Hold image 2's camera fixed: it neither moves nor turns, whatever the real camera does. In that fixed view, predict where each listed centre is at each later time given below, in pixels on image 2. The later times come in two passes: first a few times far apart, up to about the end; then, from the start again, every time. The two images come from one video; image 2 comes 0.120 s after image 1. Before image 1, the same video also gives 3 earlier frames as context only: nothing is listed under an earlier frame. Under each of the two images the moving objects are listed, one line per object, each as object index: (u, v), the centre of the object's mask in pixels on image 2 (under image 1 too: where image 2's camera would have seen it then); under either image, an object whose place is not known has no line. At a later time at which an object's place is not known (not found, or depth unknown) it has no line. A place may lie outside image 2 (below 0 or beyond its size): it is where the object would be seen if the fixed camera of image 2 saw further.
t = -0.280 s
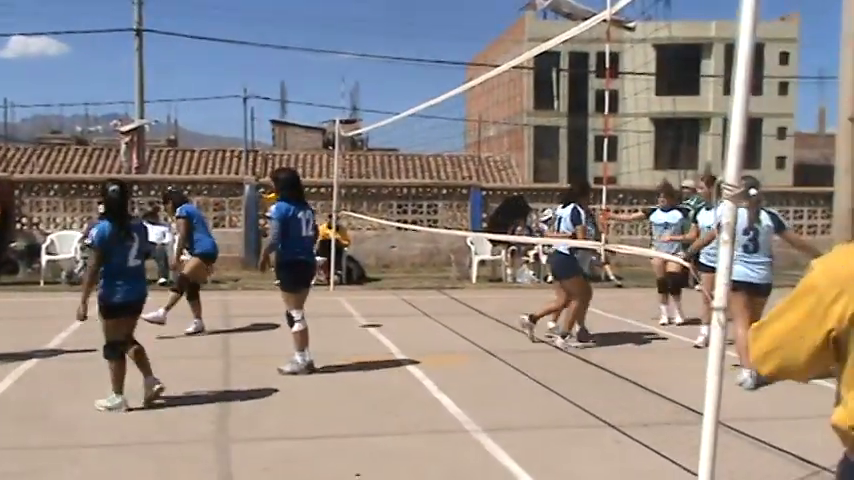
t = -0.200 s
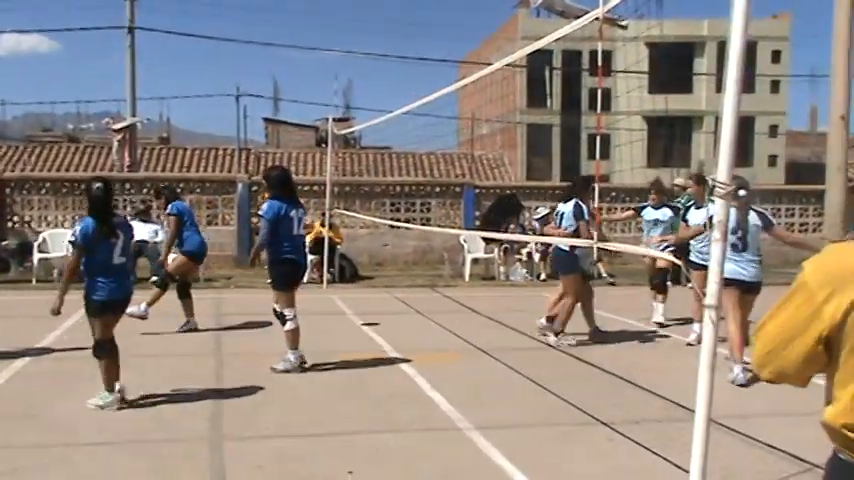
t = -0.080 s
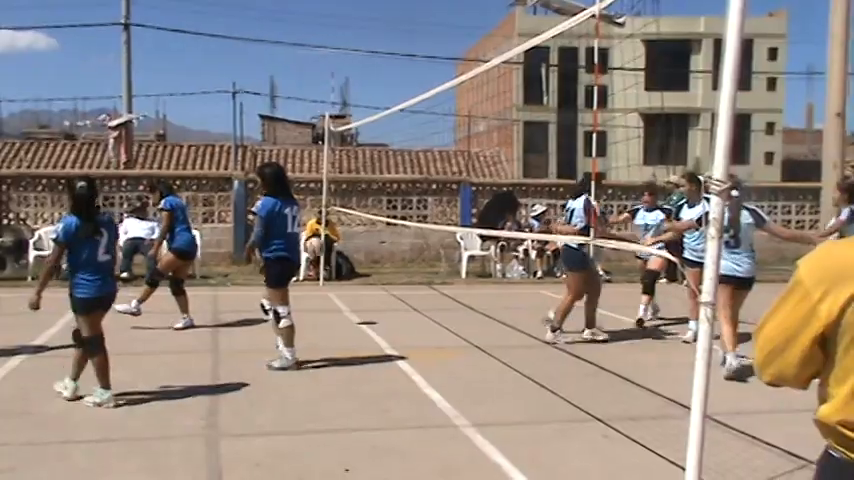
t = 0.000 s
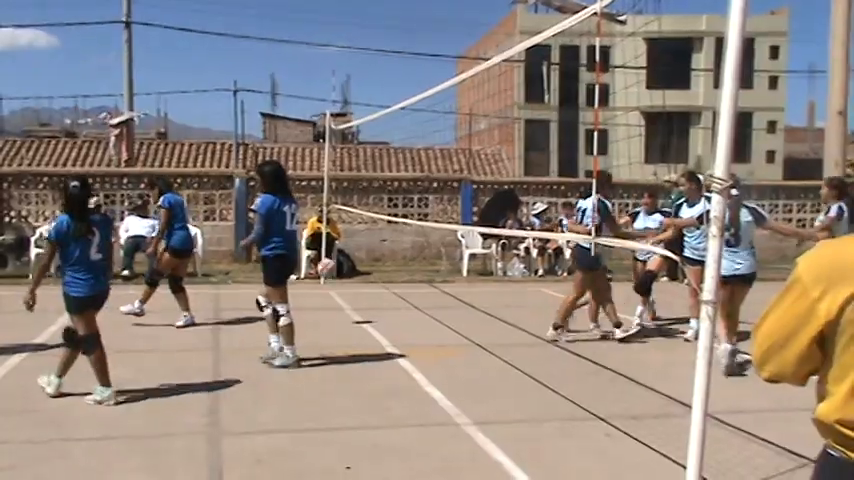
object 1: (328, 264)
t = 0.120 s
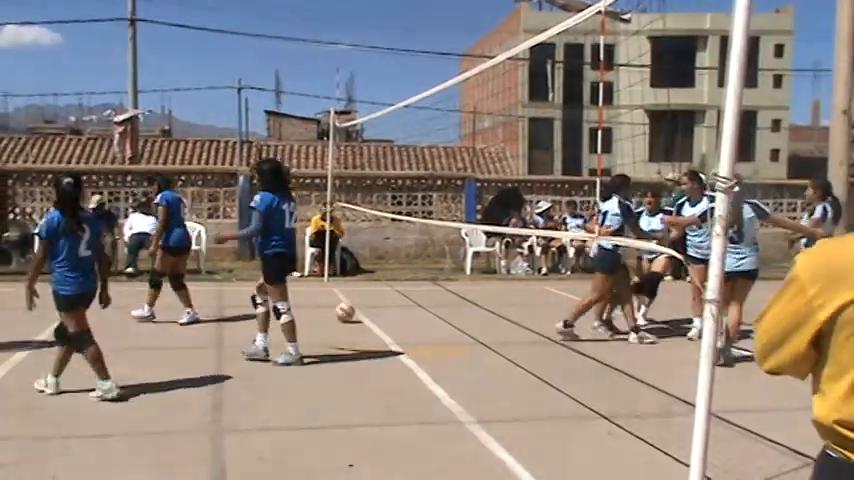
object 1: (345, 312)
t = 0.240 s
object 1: (360, 274)
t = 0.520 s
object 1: (400, 231)
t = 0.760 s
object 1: (429, 250)
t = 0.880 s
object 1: (446, 282)
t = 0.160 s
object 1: (350, 301)
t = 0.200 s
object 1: (355, 287)
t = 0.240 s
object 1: (360, 274)
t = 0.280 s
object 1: (365, 263)
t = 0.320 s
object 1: (371, 253)
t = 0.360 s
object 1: (377, 246)
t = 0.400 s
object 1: (383, 240)
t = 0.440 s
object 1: (388, 236)
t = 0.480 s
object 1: (394, 233)
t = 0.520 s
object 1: (400, 231)
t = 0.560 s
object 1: (404, 231)
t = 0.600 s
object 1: (409, 232)
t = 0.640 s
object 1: (414, 234)
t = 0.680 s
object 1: (419, 237)
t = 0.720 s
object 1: (423, 243)
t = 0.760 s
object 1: (429, 250)
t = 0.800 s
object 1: (435, 260)
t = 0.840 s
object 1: (440, 269)
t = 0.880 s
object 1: (446, 282)
